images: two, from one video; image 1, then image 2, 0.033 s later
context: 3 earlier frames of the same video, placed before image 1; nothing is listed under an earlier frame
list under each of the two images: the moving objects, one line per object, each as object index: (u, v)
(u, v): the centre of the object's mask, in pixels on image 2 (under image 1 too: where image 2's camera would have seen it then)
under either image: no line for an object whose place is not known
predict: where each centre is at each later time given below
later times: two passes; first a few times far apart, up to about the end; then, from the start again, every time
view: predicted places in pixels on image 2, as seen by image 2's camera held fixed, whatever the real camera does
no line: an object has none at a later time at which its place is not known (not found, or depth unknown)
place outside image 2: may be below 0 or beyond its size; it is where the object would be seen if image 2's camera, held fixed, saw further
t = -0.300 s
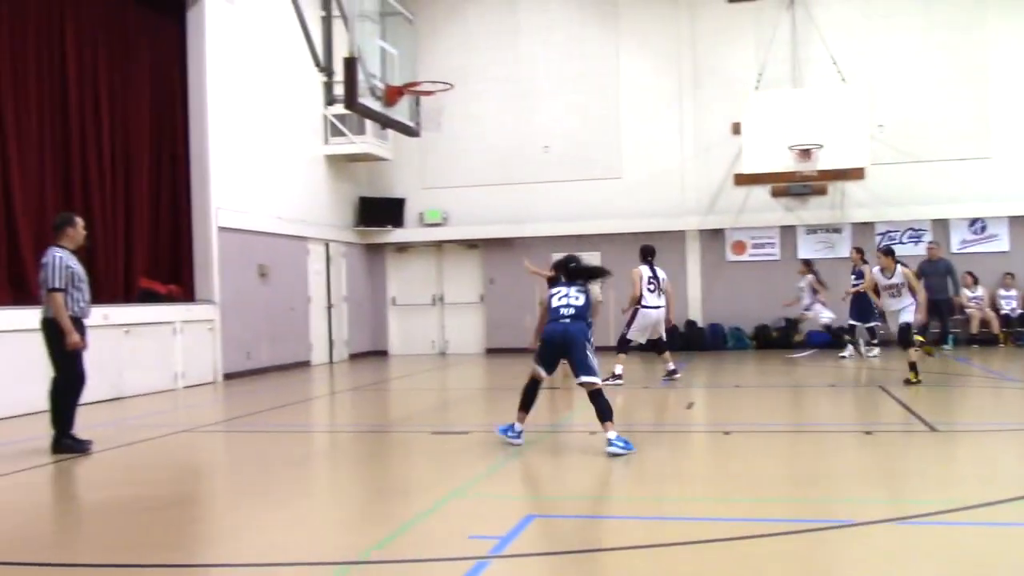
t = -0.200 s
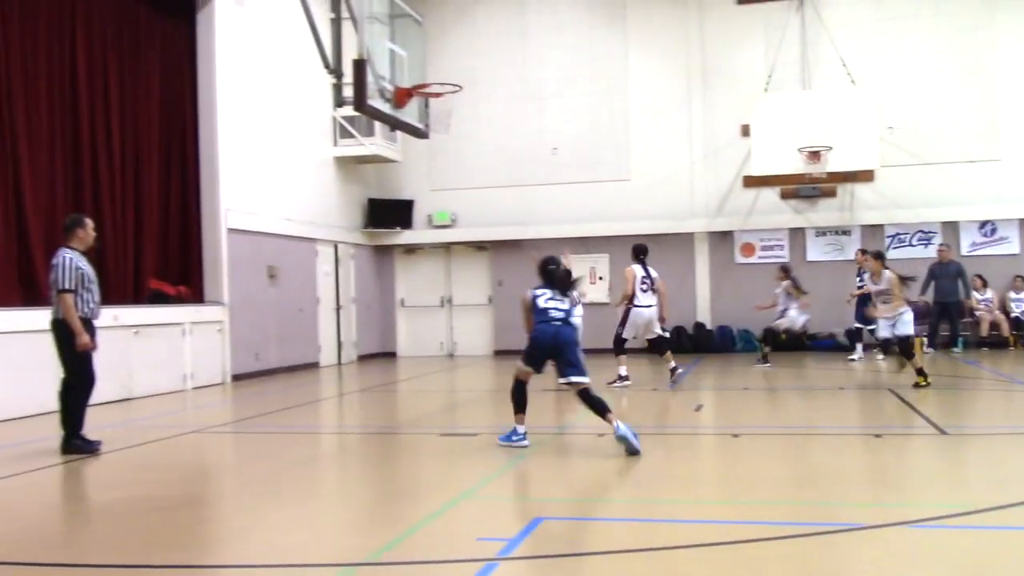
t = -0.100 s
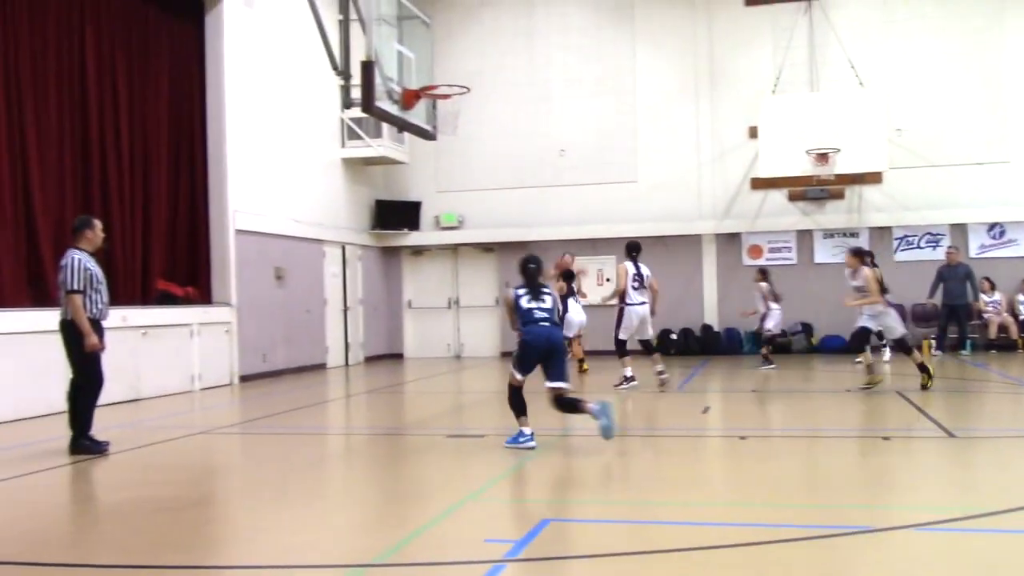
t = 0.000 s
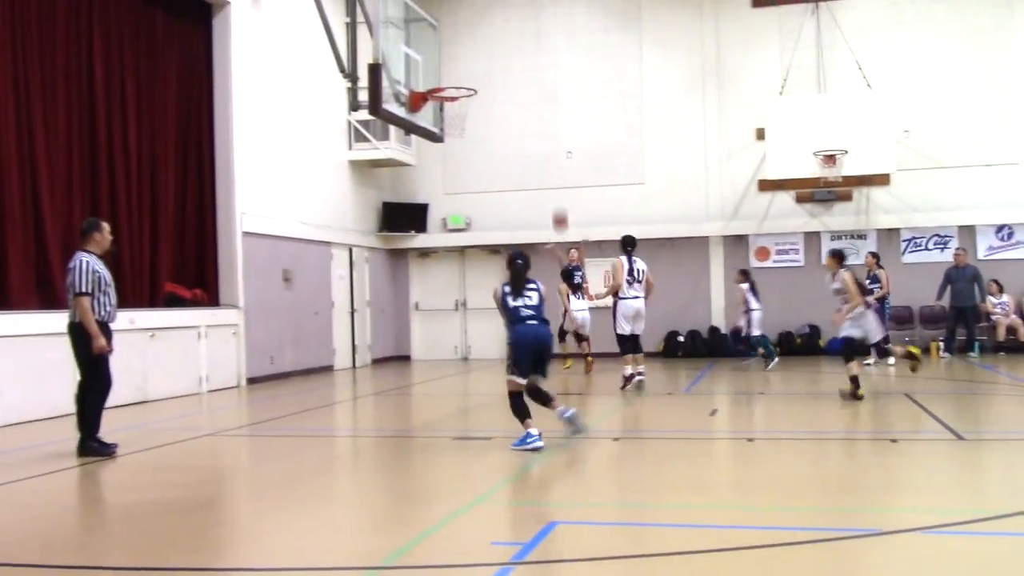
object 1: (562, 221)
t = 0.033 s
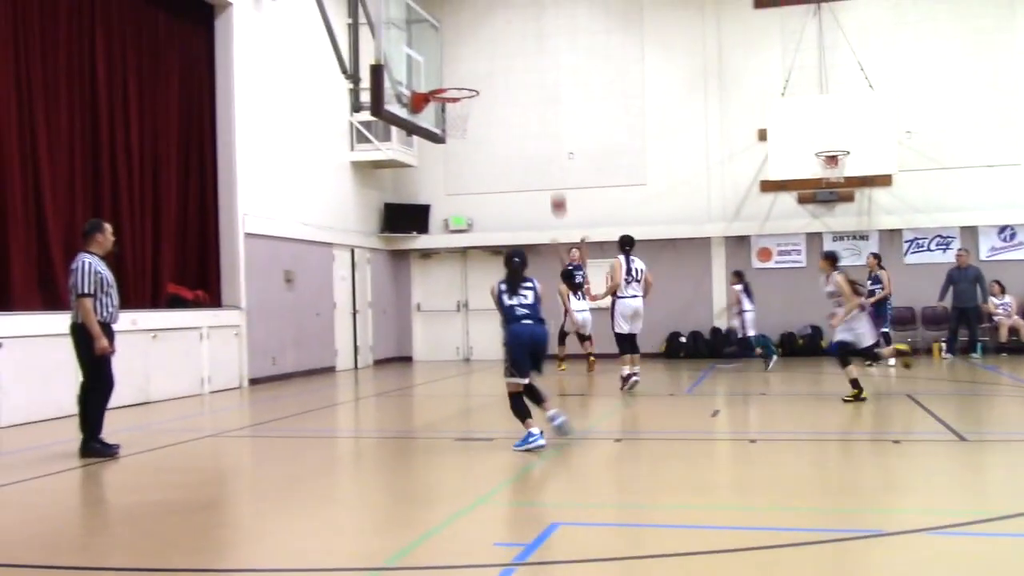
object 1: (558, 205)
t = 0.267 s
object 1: (535, 101)
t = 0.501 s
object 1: (506, 28)
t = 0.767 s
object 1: (473, -9)
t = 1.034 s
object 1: (447, 3)
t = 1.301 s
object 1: (491, 8)
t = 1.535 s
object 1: (536, 79)
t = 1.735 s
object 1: (579, 200)
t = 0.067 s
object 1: (555, 188)
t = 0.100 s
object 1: (552, 172)
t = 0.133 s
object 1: (549, 157)
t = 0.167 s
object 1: (545, 142)
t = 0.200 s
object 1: (541, 128)
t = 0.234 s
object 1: (538, 114)
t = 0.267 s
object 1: (535, 101)
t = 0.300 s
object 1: (531, 89)
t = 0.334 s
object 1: (527, 77)
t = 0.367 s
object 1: (523, 65)
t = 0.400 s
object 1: (519, 55)
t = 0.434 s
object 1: (515, 45)
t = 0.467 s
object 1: (511, 36)
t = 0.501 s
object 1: (506, 28)
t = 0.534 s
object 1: (502, 20)
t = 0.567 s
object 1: (498, 13)
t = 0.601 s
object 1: (494, 8)
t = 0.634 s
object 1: (490, 3)
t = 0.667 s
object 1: (486, -2)
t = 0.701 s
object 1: (482, -5)
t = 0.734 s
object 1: (477, -7)
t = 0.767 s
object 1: (473, -9)
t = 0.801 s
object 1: (468, -9)
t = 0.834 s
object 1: (464, -9)
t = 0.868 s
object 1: (460, -8)
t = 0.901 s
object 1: (455, -5)
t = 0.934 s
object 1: (451, -2)
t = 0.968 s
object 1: (446, 2)
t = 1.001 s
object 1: (443, 7)
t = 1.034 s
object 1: (447, 3)
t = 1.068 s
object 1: (452, 0)
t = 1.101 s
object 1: (457, -2)
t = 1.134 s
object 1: (462, -3)
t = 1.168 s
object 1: (468, -3)
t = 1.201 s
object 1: (473, -2)
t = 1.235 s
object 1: (479, 0)
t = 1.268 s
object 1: (484, 4)
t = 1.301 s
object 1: (491, 8)
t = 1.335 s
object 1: (497, 14)
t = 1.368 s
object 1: (503, 22)
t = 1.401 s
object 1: (509, 30)
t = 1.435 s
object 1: (516, 40)
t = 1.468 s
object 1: (523, 50)
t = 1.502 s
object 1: (529, 64)
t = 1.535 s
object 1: (536, 79)
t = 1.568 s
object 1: (543, 95)
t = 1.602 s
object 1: (551, 113)
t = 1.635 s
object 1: (558, 133)
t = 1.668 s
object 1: (564, 153)
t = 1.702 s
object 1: (571, 172)
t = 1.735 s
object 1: (579, 200)
